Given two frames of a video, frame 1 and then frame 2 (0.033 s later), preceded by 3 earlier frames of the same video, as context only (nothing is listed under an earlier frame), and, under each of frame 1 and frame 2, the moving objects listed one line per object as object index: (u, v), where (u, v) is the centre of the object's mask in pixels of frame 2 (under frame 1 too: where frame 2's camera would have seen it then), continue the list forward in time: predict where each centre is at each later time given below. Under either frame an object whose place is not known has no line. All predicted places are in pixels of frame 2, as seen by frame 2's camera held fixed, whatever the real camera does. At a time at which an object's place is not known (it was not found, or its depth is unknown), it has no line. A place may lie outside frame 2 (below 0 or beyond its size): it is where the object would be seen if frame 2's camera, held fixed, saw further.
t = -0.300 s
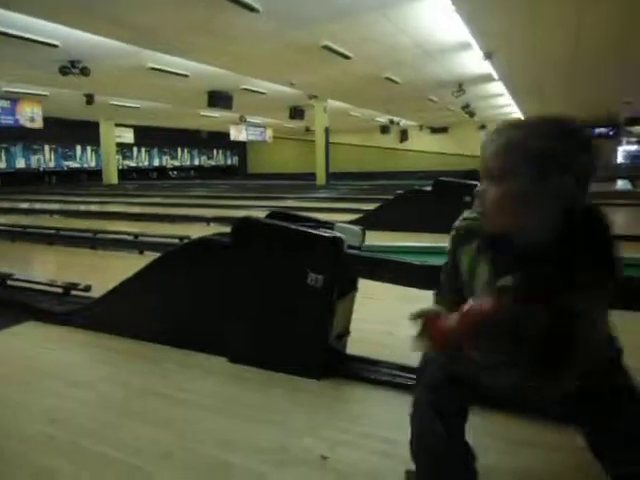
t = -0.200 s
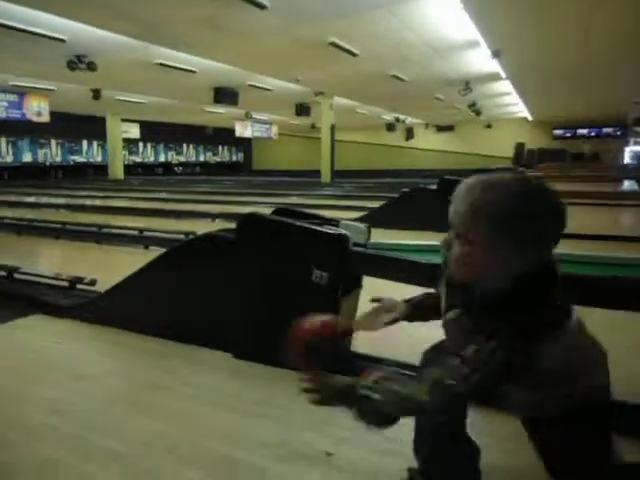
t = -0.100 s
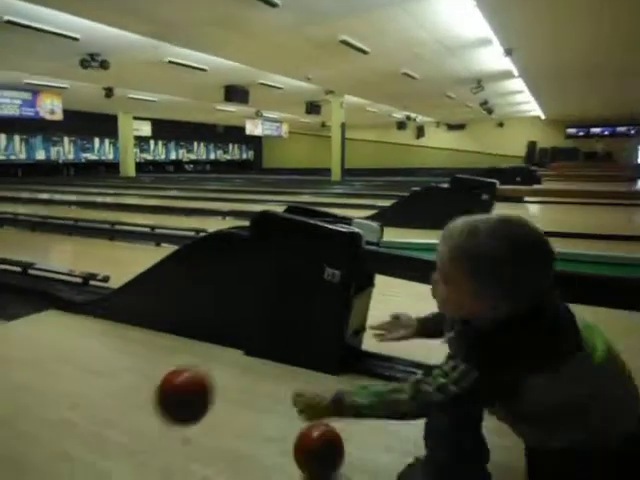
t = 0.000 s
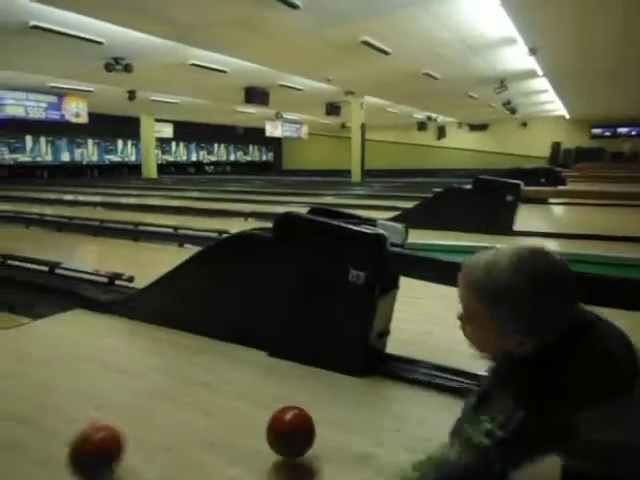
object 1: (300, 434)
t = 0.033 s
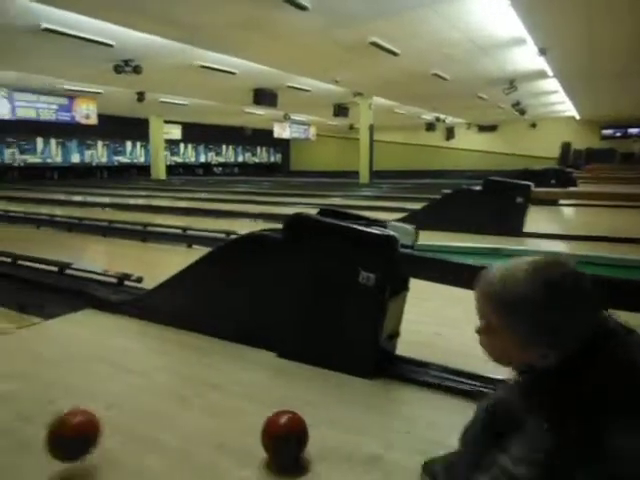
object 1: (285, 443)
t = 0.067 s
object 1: (270, 439)
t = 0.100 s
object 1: (256, 434)
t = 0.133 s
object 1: (243, 429)
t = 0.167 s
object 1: (232, 425)
